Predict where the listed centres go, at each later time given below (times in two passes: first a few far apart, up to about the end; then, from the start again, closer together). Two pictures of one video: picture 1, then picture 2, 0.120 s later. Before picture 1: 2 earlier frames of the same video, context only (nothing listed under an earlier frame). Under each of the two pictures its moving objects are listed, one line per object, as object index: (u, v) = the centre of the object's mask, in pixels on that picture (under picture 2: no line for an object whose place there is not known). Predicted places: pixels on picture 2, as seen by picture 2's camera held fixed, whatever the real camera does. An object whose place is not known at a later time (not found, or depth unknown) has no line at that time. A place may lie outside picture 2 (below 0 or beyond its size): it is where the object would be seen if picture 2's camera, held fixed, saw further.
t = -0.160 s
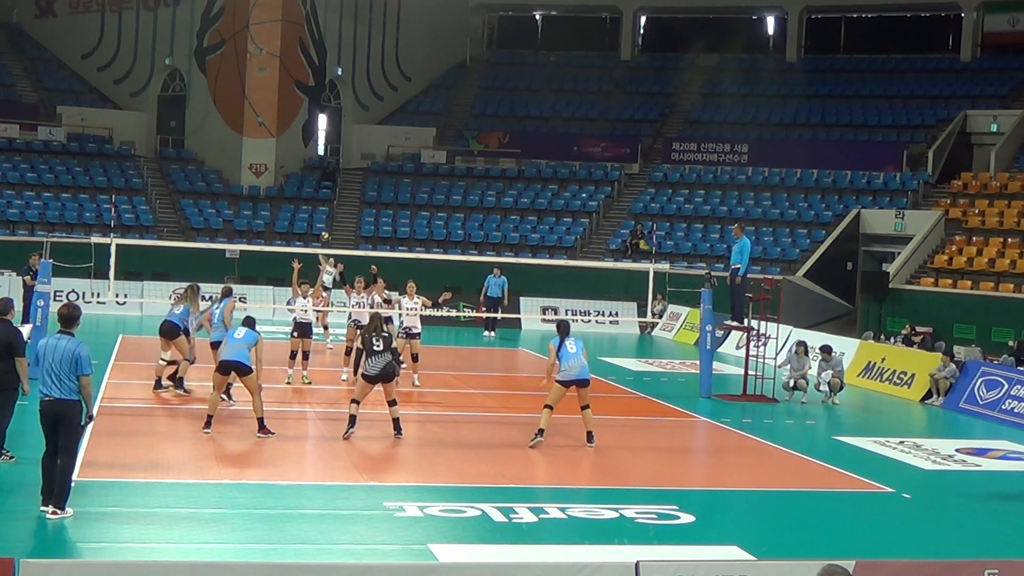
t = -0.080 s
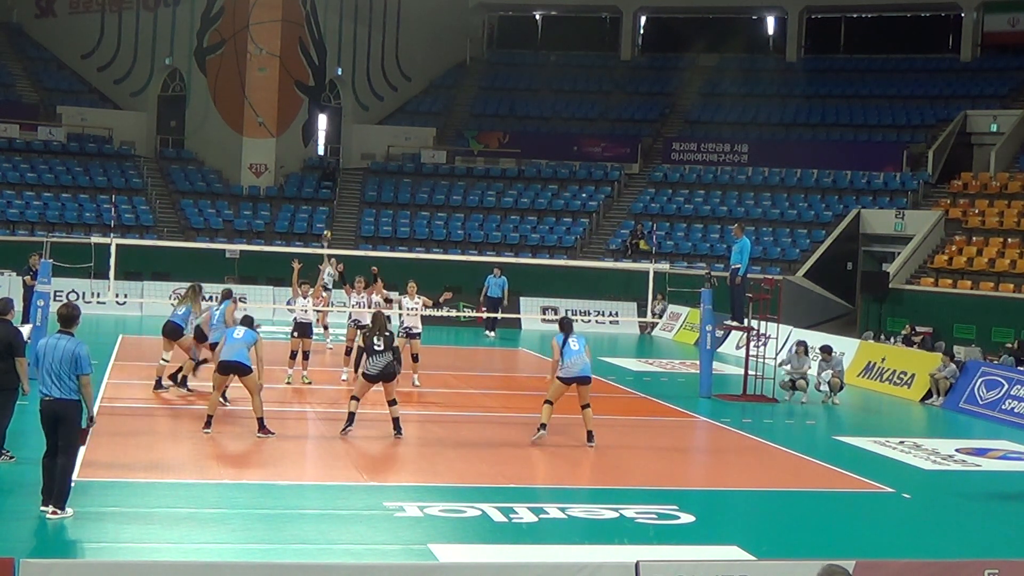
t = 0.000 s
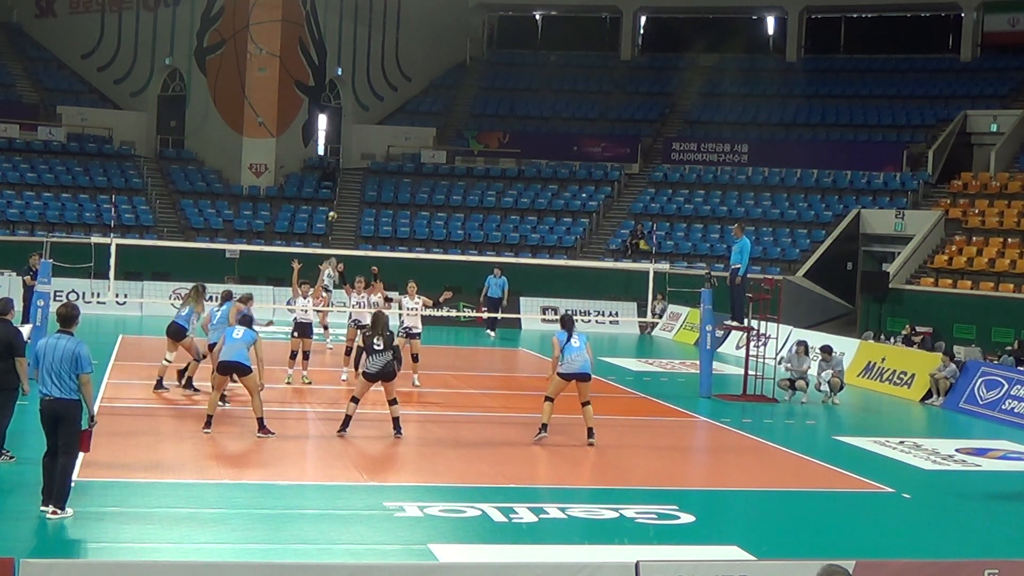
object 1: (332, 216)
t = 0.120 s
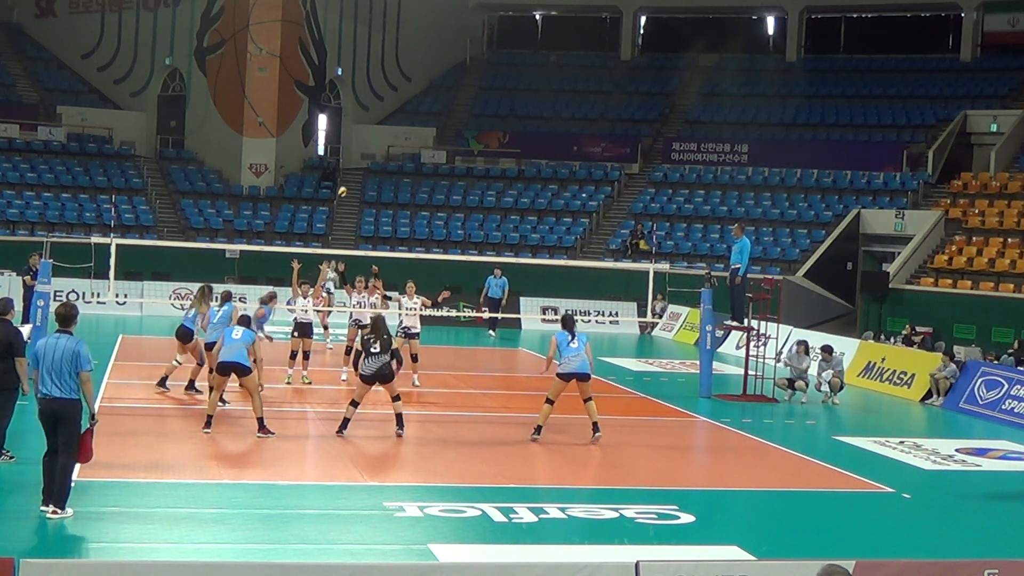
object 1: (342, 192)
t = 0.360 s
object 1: (367, 154)
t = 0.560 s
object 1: (390, 140)
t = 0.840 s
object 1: (428, 153)
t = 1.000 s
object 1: (447, 184)
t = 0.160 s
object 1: (346, 184)
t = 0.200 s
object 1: (351, 177)
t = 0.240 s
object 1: (355, 170)
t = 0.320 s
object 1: (363, 159)
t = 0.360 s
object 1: (367, 154)
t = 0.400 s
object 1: (371, 150)
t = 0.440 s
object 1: (375, 147)
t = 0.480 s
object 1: (379, 143)
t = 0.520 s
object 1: (384, 142)
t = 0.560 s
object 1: (390, 140)
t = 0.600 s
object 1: (395, 139)
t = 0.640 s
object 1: (401, 138)
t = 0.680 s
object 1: (406, 139)
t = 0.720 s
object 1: (412, 140)
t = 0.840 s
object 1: (428, 153)
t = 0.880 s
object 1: (433, 159)
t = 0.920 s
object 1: (438, 167)
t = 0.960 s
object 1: (443, 175)
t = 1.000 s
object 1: (447, 184)
